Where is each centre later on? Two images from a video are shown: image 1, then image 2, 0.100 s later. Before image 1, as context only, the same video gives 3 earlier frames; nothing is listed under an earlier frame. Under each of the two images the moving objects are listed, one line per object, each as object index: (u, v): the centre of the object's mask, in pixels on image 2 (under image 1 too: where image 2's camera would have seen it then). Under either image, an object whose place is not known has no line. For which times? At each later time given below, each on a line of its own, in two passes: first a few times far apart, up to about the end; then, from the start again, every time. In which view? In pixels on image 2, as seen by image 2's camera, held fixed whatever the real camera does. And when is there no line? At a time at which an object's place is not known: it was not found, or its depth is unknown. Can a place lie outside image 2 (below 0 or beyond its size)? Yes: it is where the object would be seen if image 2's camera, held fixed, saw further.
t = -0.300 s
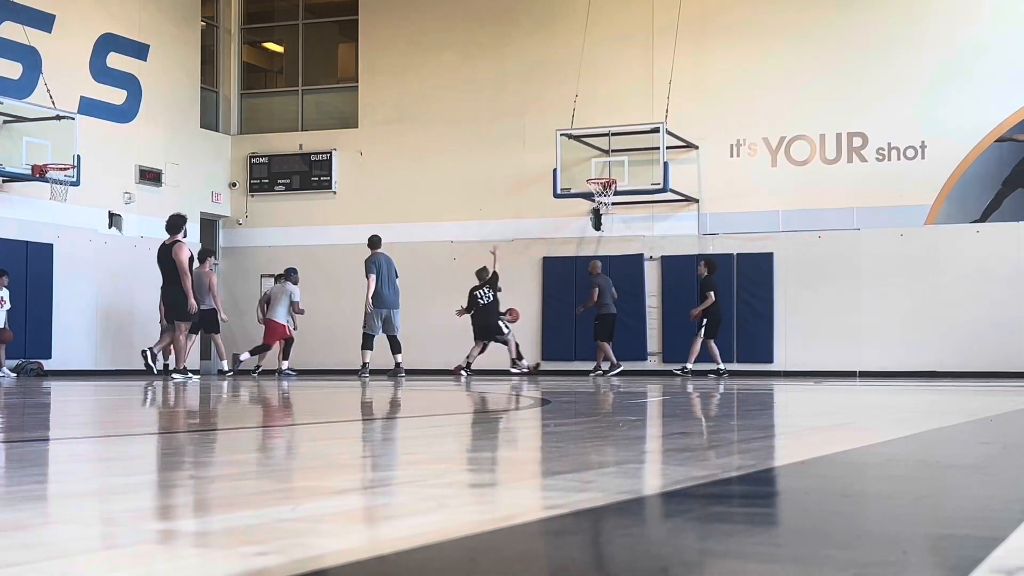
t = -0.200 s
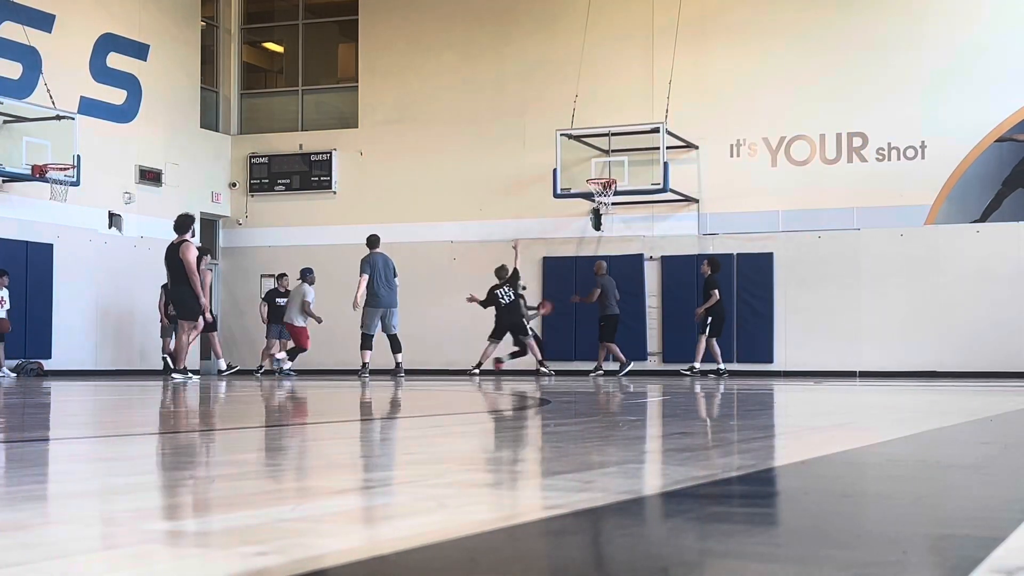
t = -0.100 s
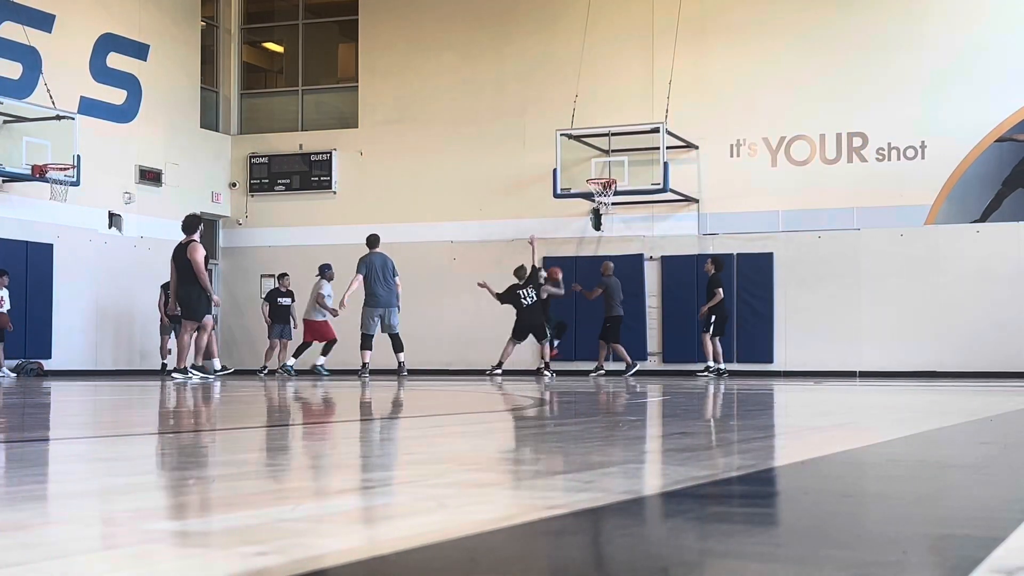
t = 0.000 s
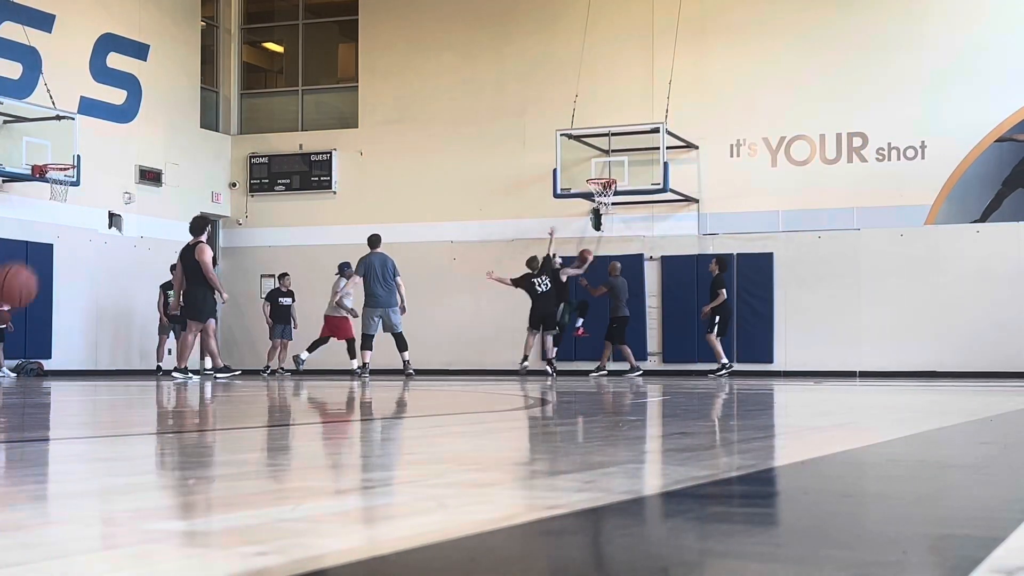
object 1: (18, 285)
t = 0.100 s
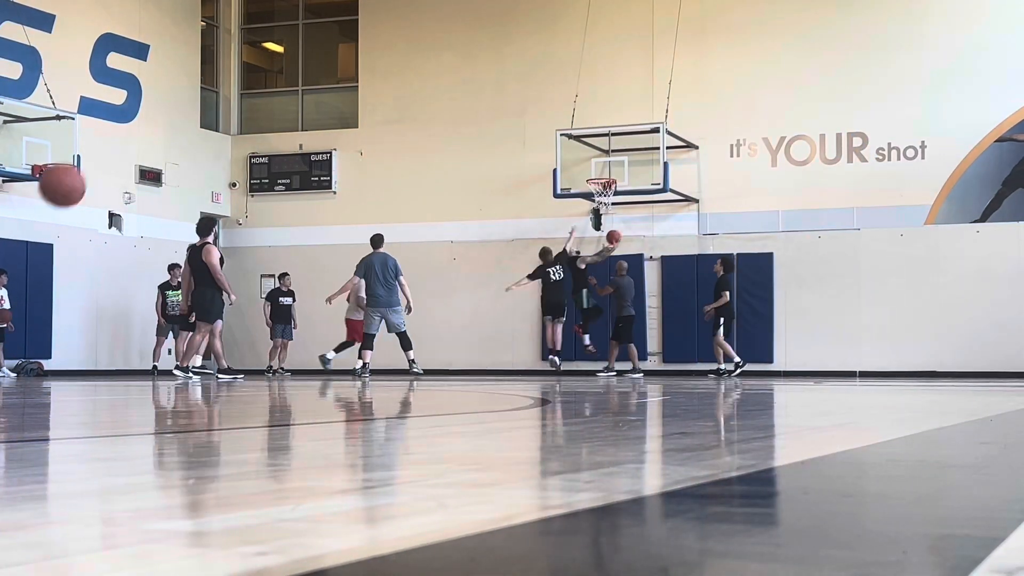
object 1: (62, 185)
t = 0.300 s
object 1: (155, 49)
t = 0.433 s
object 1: (212, 11)
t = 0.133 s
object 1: (78, 157)
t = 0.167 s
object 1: (94, 131)
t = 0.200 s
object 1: (109, 107)
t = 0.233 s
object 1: (125, 86)
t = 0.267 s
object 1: (140, 67)
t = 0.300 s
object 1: (155, 49)
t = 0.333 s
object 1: (169, 34)
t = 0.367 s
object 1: (183, 22)
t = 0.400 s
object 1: (198, 15)
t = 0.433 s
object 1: (212, 11)
